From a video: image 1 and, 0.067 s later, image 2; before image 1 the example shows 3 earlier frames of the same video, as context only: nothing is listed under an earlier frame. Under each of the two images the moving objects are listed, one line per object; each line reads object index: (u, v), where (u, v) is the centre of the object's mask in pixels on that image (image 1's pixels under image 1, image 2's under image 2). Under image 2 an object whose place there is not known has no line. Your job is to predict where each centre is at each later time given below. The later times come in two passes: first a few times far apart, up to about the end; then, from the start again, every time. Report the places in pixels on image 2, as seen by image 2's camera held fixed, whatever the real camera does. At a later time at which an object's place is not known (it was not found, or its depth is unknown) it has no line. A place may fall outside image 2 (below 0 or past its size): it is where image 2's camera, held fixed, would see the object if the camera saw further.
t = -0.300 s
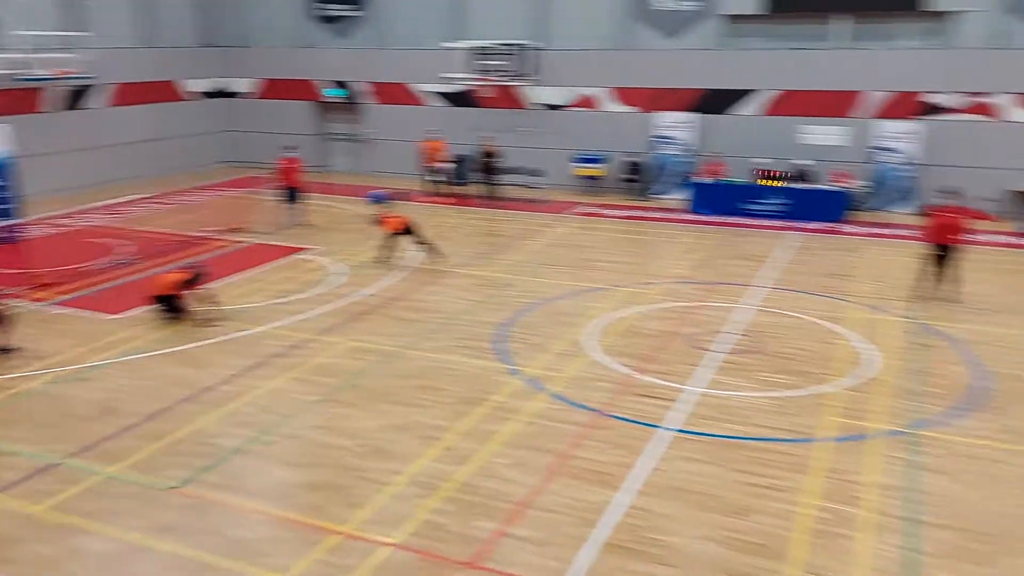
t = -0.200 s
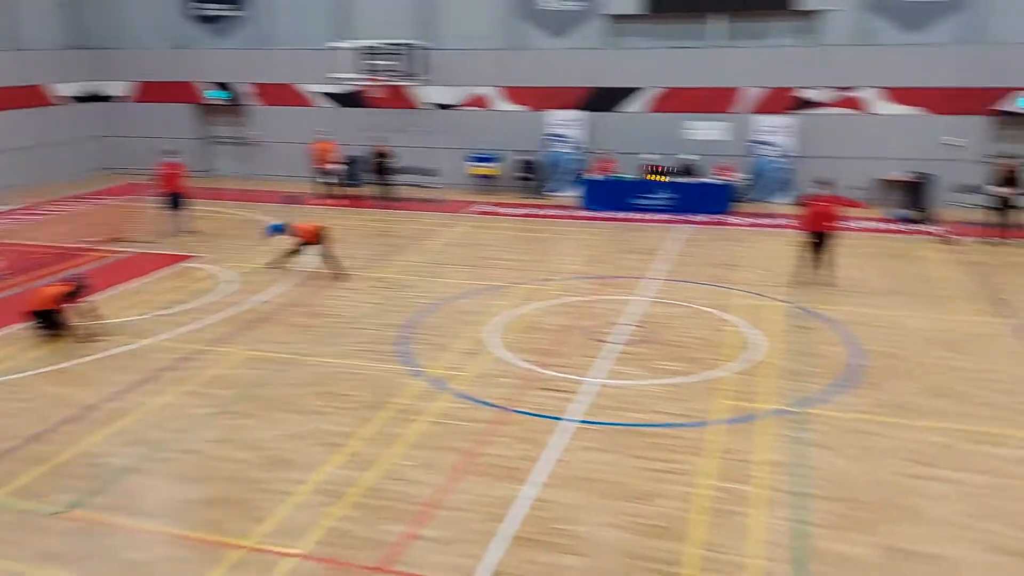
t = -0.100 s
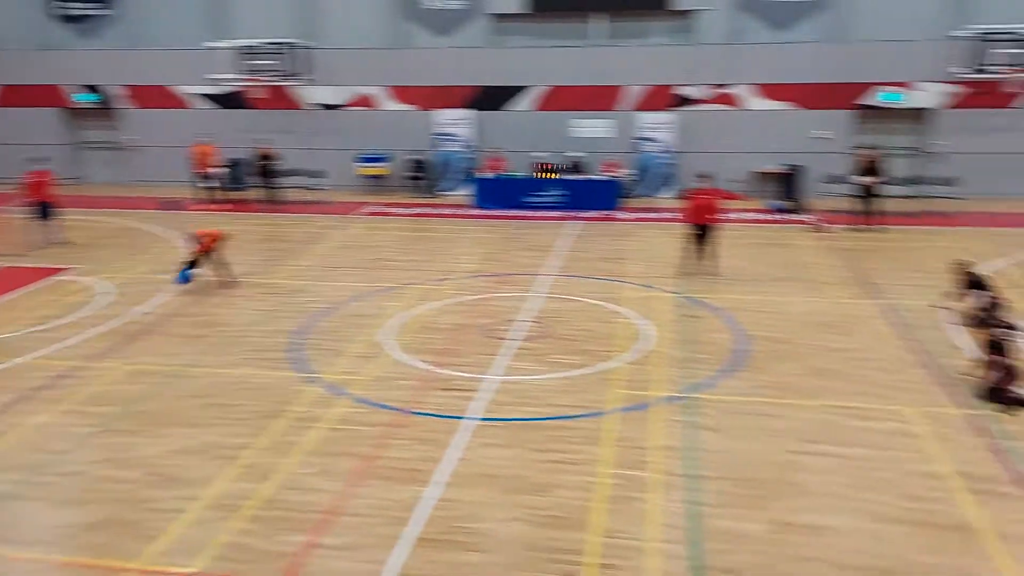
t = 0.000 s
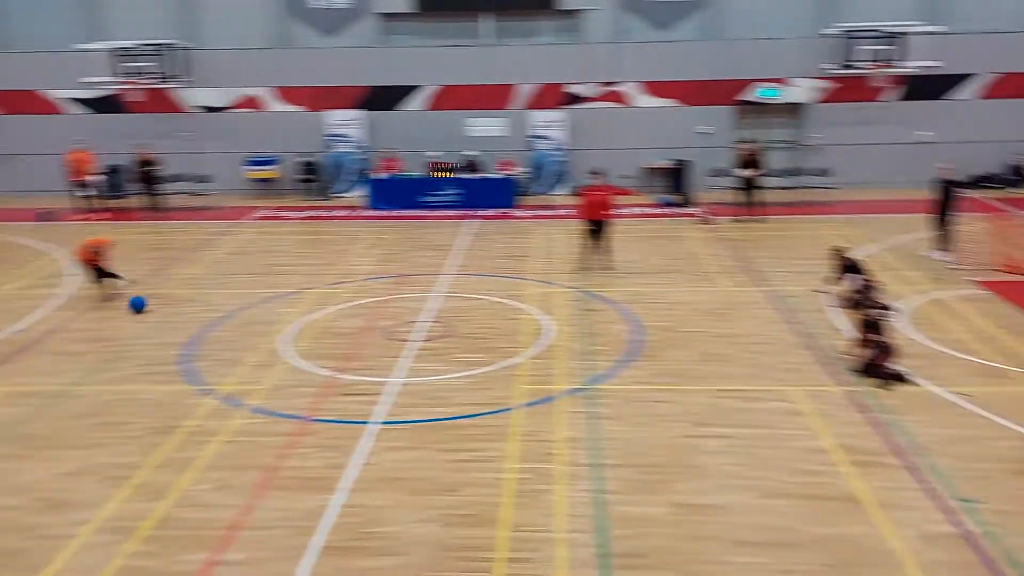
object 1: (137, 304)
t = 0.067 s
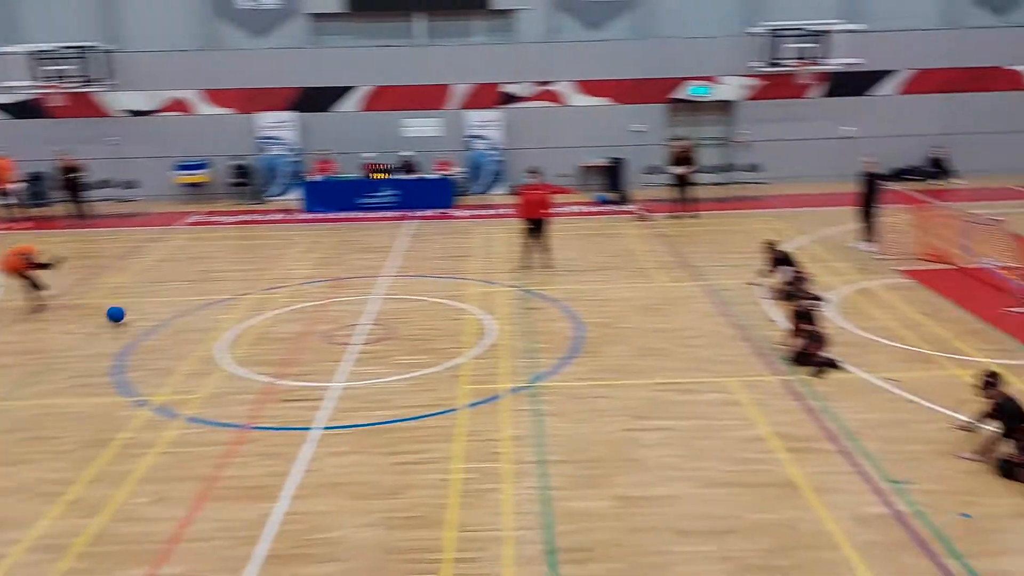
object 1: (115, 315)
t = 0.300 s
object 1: (287, 322)
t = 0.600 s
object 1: (474, 331)
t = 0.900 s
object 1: (669, 343)
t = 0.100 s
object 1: (142, 315)
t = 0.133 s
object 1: (168, 317)
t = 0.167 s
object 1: (194, 320)
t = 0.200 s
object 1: (218, 320)
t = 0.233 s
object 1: (240, 320)
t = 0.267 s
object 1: (264, 320)
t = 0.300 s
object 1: (287, 322)
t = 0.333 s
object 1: (310, 325)
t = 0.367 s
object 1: (330, 325)
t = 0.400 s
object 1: (350, 324)
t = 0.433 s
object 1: (371, 325)
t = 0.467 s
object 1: (391, 327)
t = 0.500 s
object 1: (411, 330)
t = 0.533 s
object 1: (432, 330)
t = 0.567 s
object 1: (452, 331)
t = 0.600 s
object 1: (474, 331)
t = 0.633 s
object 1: (494, 334)
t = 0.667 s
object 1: (515, 335)
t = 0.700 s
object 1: (537, 335)
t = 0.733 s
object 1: (558, 337)
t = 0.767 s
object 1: (580, 339)
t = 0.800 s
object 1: (602, 340)
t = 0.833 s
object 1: (624, 341)
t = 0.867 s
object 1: (646, 341)
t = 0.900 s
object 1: (669, 343)
